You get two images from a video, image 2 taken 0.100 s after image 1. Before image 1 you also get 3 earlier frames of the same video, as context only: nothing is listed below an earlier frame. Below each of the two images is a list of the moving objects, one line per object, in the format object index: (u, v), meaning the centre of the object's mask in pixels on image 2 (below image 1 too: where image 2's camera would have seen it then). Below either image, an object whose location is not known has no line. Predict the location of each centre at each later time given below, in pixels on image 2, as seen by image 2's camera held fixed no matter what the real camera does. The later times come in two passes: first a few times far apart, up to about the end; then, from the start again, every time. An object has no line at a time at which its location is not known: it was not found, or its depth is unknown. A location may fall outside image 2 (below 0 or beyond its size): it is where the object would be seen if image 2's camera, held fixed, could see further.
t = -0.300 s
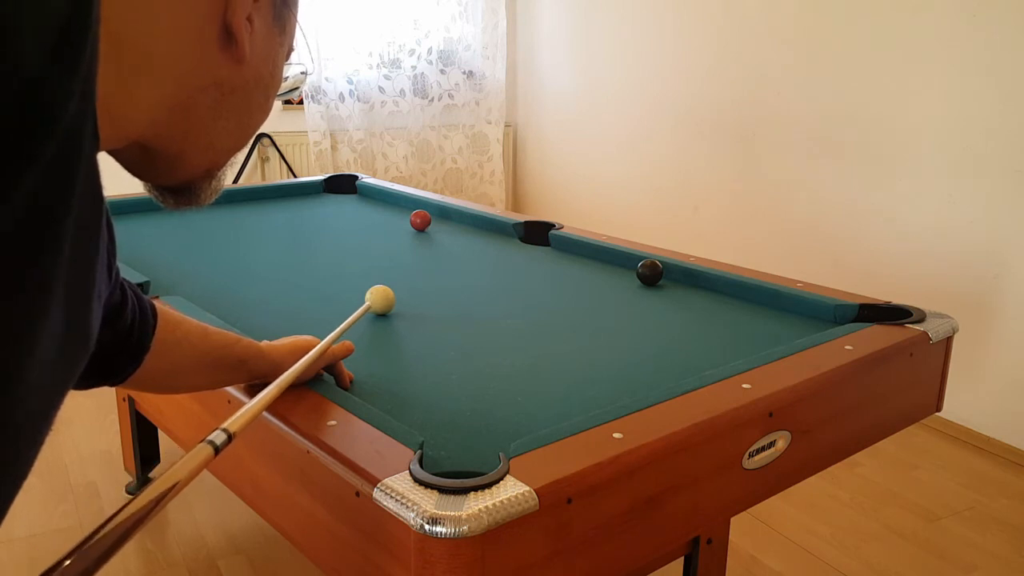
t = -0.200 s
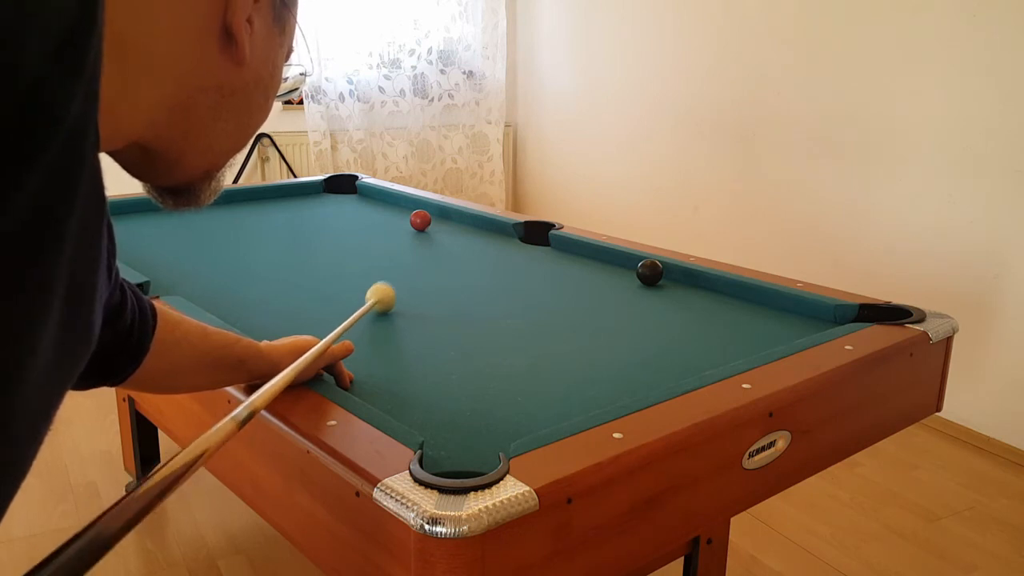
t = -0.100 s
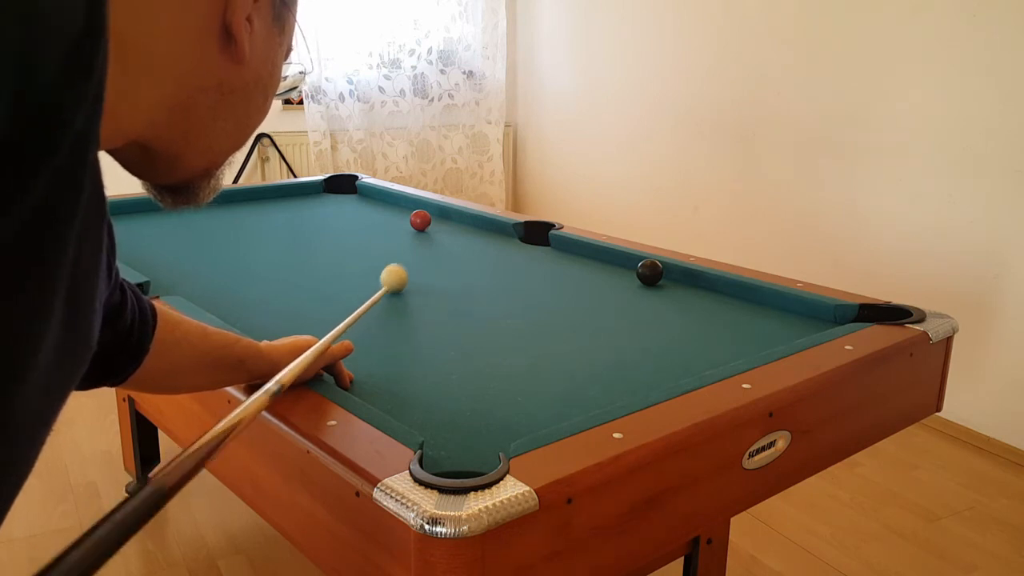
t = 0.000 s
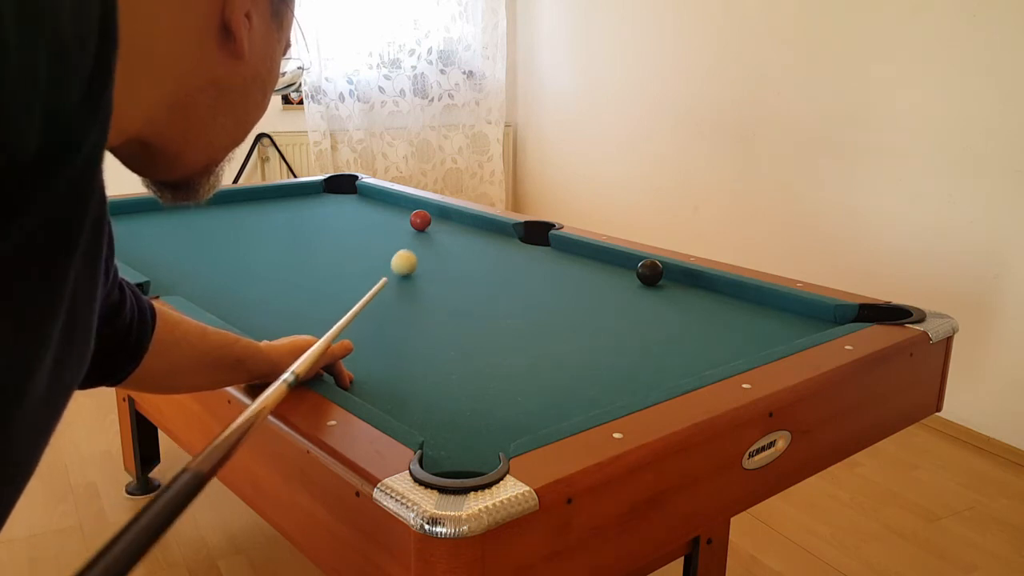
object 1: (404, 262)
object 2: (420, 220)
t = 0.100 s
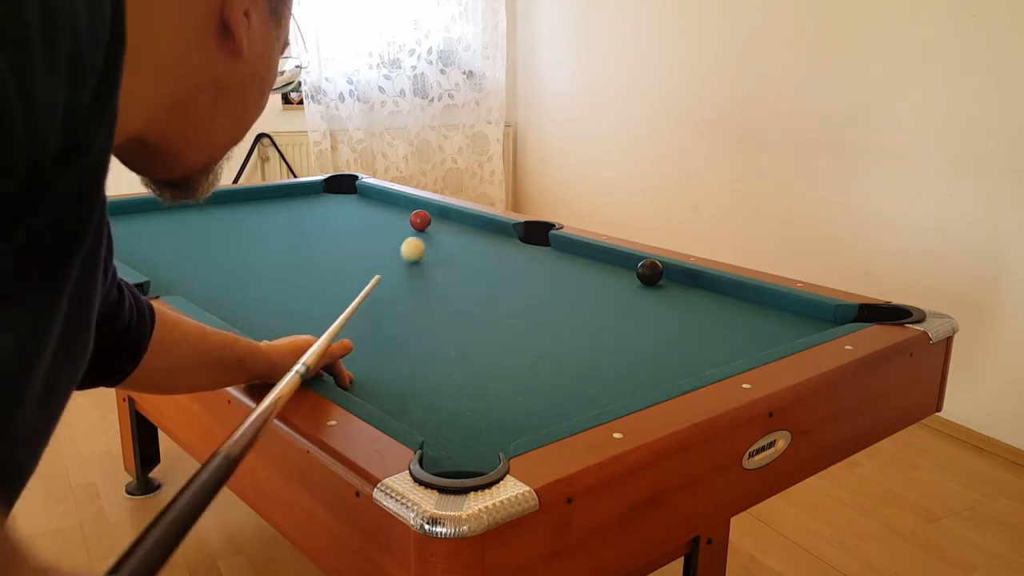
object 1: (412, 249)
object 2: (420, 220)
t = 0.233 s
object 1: (423, 234)
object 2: (420, 217)
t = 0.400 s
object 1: (444, 222)
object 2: (411, 216)
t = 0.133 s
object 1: (415, 245)
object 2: (420, 220)
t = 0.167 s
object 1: (418, 242)
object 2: (420, 220)
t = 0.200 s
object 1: (421, 238)
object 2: (420, 218)
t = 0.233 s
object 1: (423, 234)
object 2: (420, 217)
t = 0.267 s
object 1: (425, 230)
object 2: (418, 217)
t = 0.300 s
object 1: (428, 227)
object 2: (417, 217)
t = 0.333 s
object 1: (430, 224)
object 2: (416, 218)
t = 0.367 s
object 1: (436, 223)
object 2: (415, 217)
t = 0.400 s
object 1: (444, 222)
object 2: (411, 216)
